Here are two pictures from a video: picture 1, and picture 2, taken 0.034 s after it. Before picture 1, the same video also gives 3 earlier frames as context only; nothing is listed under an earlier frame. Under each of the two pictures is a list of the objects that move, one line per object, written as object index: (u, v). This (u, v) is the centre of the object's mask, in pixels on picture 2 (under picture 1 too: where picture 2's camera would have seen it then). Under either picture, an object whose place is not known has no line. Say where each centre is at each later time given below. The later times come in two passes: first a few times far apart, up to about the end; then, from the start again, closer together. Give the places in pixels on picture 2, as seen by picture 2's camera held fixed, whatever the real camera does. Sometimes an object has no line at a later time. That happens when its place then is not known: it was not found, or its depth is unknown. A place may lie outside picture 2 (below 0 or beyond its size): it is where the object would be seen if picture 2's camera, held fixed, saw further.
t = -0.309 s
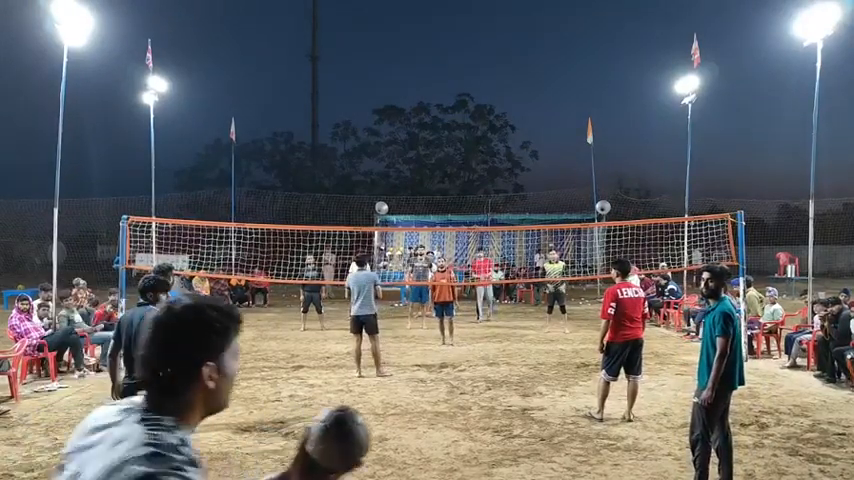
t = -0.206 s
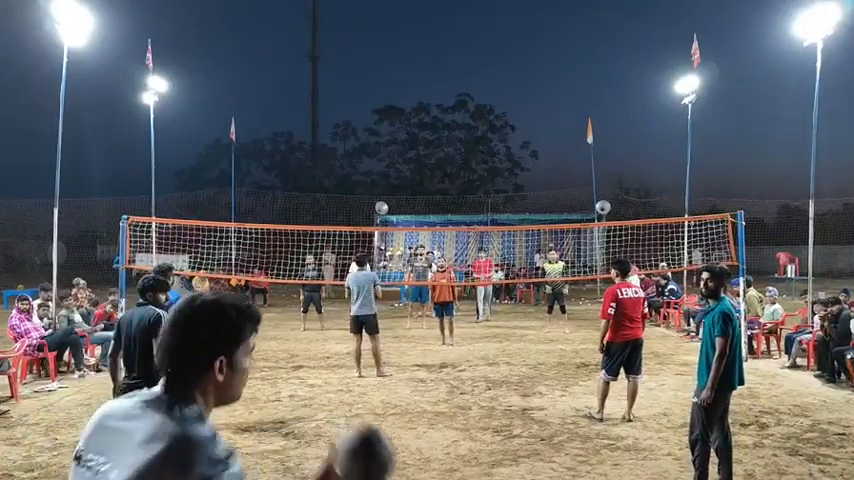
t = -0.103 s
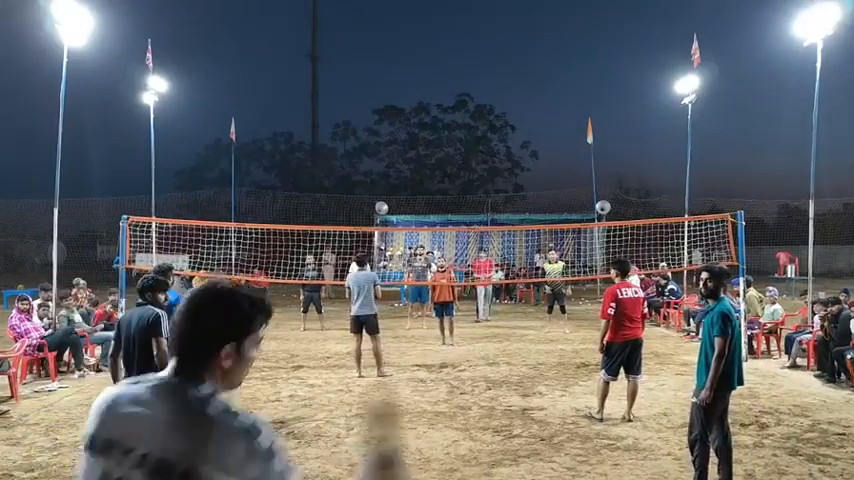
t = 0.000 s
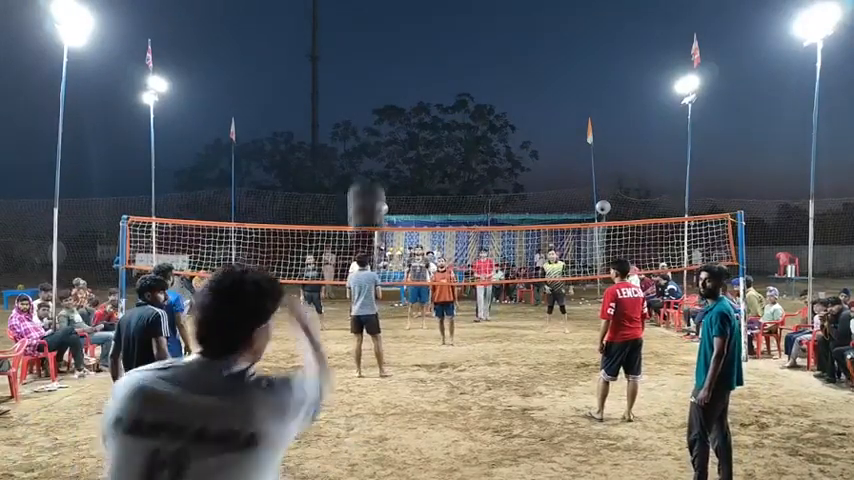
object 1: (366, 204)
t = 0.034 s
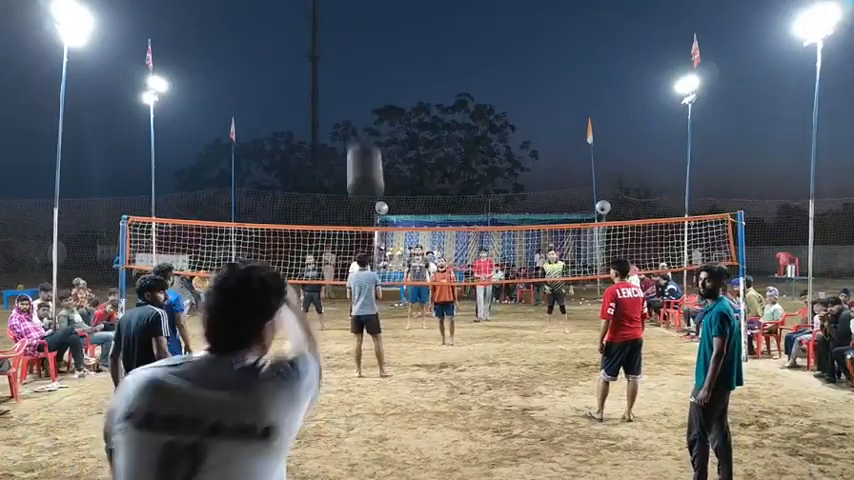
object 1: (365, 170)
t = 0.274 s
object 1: (357, 22)
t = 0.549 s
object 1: (360, 17)
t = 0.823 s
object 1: (364, 61)
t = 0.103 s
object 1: (360, 82)
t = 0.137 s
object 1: (359, 65)
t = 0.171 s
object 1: (358, 50)
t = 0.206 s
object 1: (358, 38)
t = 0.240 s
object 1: (357, 29)
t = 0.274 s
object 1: (357, 22)
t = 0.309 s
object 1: (357, 16)
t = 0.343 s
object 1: (357, 13)
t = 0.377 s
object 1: (357, 11)
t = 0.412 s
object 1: (358, 11)
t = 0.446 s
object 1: (358, 11)
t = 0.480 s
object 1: (359, 12)
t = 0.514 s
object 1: (359, 15)
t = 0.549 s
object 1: (360, 17)
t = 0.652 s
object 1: (362, 31)
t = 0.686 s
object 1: (362, 36)
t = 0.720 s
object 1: (363, 42)
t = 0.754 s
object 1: (363, 47)
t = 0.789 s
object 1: (363, 54)
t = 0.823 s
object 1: (364, 61)
